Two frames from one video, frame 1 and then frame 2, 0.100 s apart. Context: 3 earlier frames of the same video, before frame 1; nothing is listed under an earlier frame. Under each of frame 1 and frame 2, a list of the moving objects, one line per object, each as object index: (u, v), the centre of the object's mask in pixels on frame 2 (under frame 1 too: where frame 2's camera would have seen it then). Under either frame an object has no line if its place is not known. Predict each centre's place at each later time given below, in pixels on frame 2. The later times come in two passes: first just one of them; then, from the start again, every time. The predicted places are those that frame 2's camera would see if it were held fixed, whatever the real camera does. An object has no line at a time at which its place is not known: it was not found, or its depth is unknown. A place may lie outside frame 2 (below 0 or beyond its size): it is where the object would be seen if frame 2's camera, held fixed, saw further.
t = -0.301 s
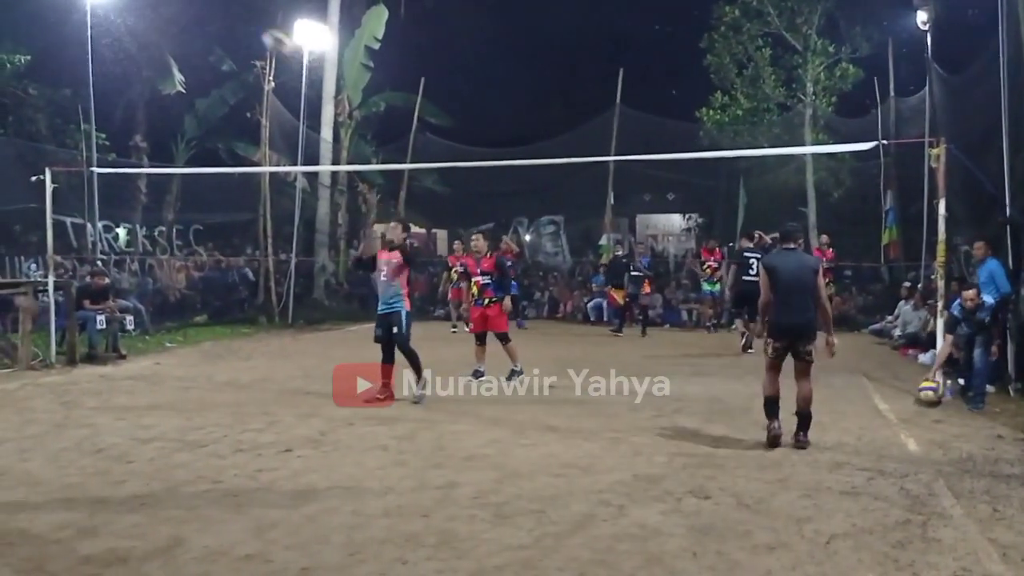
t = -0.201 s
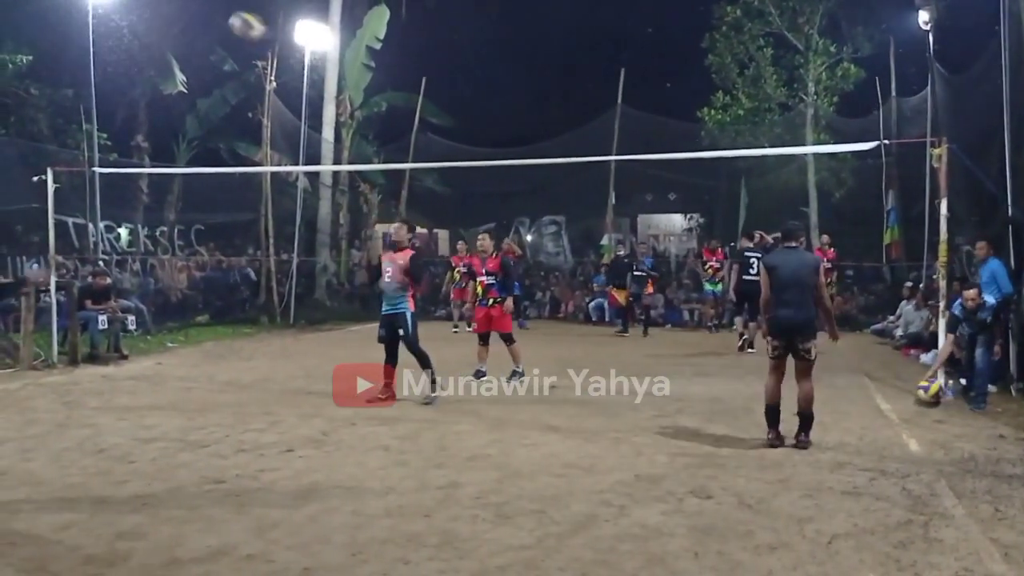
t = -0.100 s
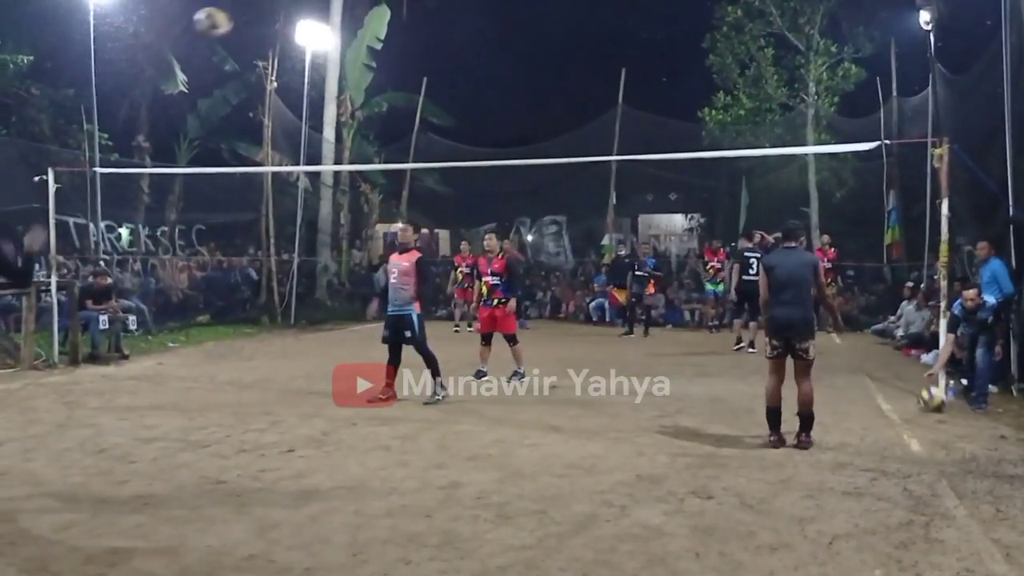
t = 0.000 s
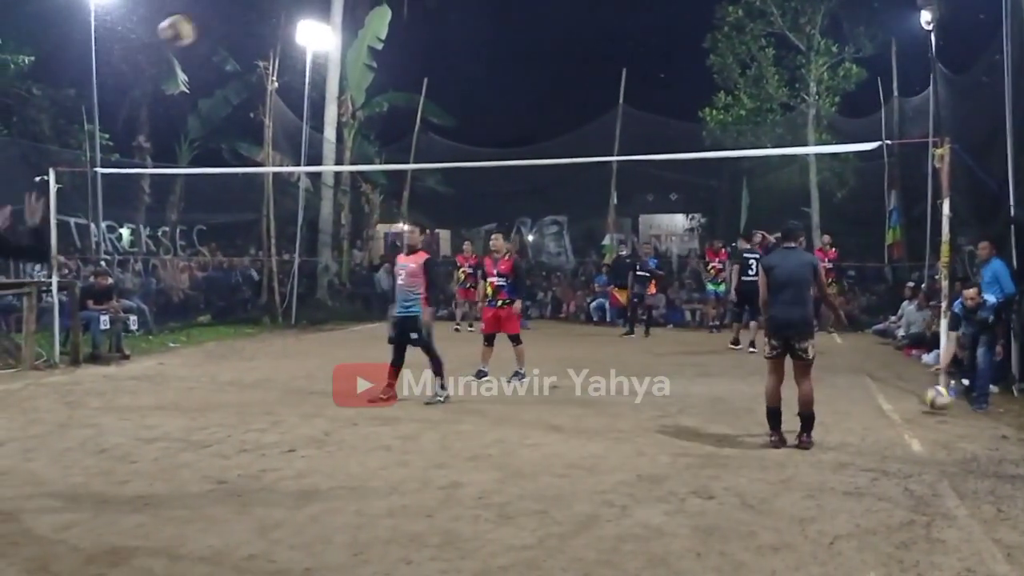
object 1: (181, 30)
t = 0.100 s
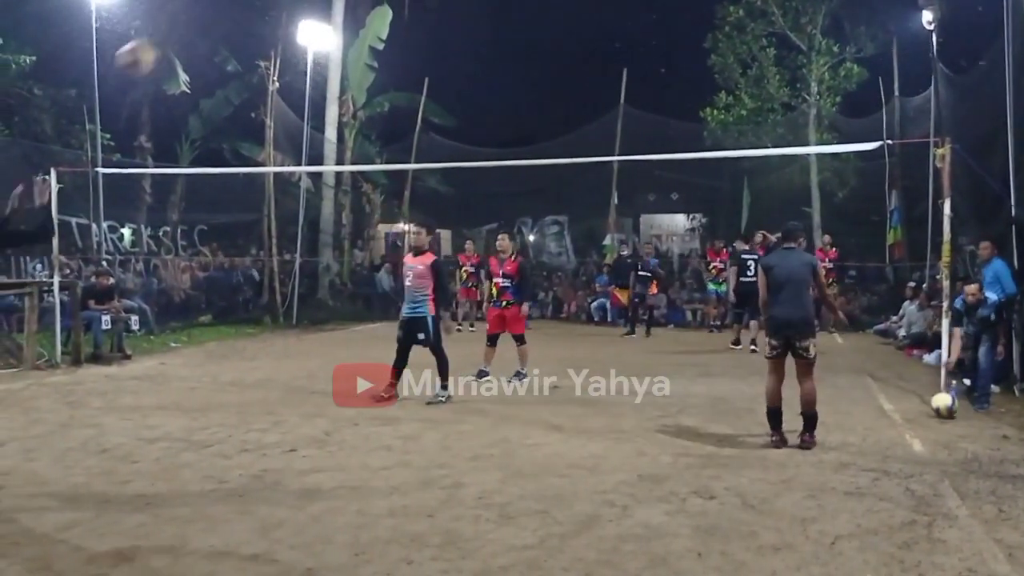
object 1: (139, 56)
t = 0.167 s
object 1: (110, 81)
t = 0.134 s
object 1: (124, 68)
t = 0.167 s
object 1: (110, 81)
